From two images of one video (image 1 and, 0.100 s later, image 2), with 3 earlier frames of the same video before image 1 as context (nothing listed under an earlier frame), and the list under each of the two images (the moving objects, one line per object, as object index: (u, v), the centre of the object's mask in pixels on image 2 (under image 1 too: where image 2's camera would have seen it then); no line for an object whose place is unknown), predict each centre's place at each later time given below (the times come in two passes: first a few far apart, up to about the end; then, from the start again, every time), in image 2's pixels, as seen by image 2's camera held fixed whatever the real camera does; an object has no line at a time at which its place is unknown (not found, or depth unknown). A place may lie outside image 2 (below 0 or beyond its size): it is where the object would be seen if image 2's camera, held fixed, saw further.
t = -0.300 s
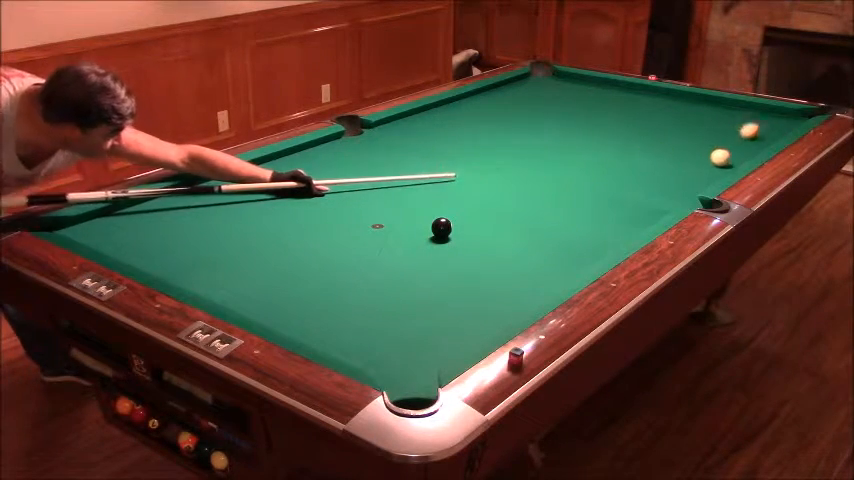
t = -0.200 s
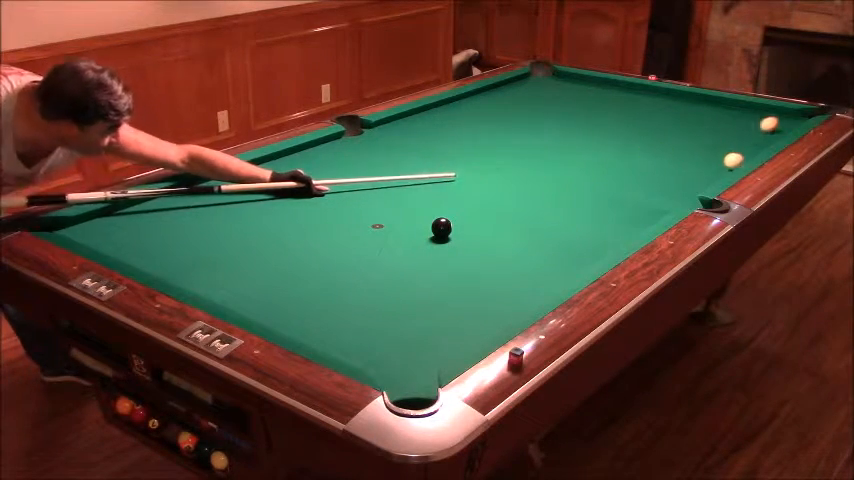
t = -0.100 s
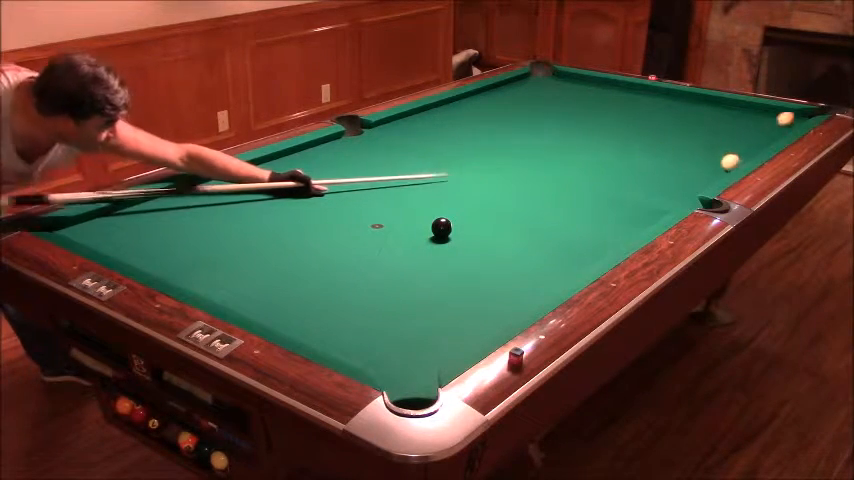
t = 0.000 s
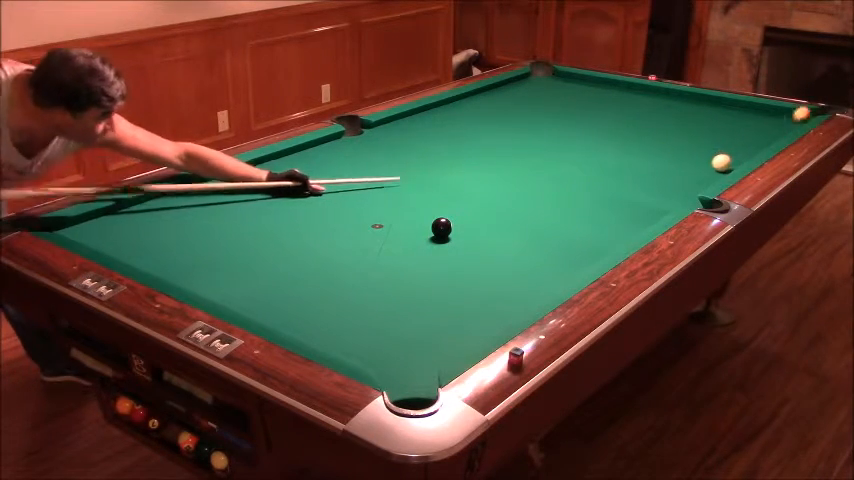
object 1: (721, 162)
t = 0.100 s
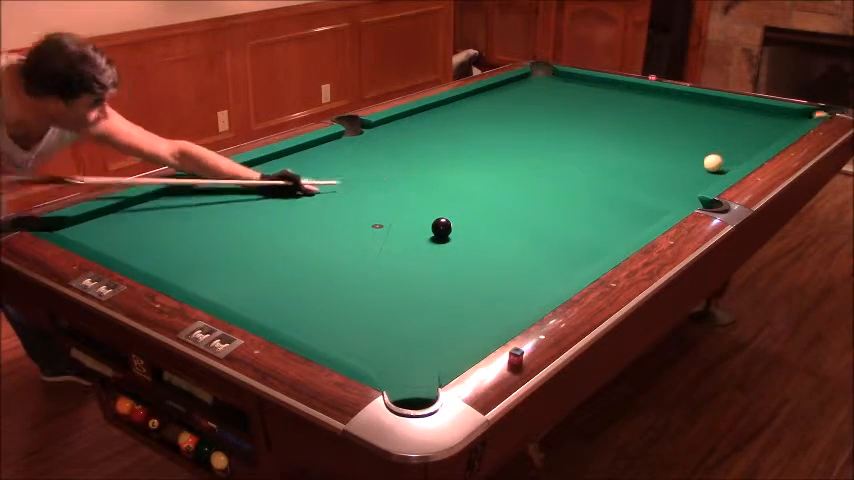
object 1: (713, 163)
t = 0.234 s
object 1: (701, 163)
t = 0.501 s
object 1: (680, 164)
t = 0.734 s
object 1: (663, 164)
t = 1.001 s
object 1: (644, 165)
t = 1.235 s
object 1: (630, 165)
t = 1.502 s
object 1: (615, 165)
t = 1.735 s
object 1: (604, 165)
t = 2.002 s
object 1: (592, 165)
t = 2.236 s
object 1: (584, 165)
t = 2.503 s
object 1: (575, 163)
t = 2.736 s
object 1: (571, 165)
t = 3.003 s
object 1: (566, 165)
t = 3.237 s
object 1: (564, 165)
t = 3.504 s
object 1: (564, 165)
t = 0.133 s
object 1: (710, 163)
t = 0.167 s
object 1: (707, 163)
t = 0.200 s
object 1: (704, 163)
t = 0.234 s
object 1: (701, 163)
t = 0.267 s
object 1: (698, 163)
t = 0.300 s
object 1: (696, 163)
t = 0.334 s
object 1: (693, 163)
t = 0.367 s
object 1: (690, 163)
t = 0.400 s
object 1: (687, 163)
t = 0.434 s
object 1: (685, 163)
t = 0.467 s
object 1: (682, 164)
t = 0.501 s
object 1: (680, 164)
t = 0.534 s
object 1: (677, 164)
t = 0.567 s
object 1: (675, 164)
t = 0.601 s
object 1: (672, 164)
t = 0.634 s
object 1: (670, 164)
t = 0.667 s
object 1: (667, 164)
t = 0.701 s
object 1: (665, 164)
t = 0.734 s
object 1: (663, 164)
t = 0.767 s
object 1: (660, 164)
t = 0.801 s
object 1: (658, 164)
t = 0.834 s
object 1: (655, 164)
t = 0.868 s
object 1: (653, 164)
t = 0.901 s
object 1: (651, 164)
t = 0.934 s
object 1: (649, 164)
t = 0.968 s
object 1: (646, 165)
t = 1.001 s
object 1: (644, 165)
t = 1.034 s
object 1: (642, 165)
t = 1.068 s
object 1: (640, 165)
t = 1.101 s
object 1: (638, 165)
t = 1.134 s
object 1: (636, 165)
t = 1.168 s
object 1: (634, 165)
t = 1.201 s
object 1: (632, 165)
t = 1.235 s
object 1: (630, 165)
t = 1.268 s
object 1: (628, 165)
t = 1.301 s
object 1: (626, 165)
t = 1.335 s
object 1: (624, 165)
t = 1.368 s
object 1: (622, 165)
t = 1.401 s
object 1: (620, 165)
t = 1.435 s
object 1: (619, 165)
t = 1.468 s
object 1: (617, 165)
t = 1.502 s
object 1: (615, 165)
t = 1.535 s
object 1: (614, 165)
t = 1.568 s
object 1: (612, 165)
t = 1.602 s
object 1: (610, 165)
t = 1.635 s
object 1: (609, 165)
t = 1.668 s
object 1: (607, 165)
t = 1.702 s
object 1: (605, 165)
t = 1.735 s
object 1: (604, 165)
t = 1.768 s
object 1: (602, 165)
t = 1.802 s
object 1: (601, 165)
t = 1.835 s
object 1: (599, 165)
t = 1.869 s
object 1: (598, 165)
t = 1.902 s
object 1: (597, 165)
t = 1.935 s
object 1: (595, 165)
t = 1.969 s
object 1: (594, 165)
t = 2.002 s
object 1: (592, 165)
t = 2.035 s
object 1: (591, 165)
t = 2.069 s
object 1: (590, 165)
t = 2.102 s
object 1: (588, 165)
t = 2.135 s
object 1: (587, 165)
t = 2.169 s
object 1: (586, 165)
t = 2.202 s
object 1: (585, 165)
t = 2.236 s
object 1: (584, 165)
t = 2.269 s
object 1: (583, 165)
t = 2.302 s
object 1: (582, 165)
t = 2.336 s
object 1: (581, 165)
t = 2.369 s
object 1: (580, 165)
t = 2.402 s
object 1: (579, 165)
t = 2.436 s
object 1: (578, 165)
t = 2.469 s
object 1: (576, 165)
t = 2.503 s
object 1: (575, 163)
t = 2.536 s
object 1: (575, 165)
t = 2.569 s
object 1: (574, 165)
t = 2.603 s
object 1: (573, 165)
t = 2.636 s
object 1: (573, 165)
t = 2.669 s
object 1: (572, 165)
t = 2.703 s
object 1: (571, 165)
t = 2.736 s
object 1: (571, 165)
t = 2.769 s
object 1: (570, 165)
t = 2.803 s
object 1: (569, 165)
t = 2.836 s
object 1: (569, 165)
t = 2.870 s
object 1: (568, 165)
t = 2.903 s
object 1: (568, 165)
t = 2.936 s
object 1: (567, 165)
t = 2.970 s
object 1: (567, 165)
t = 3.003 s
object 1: (566, 165)
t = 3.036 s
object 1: (566, 165)
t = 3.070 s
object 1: (565, 165)
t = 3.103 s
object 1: (565, 165)
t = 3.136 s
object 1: (565, 165)
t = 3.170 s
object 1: (565, 165)
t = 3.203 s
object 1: (564, 165)
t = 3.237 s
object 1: (564, 165)
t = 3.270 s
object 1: (564, 165)
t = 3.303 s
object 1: (564, 165)
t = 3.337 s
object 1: (564, 165)
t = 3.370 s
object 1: (564, 165)
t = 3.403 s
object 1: (564, 165)
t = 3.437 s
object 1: (564, 165)
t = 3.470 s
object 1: (564, 165)
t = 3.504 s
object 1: (564, 165)
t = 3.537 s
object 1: (564, 165)
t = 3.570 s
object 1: (564, 165)
